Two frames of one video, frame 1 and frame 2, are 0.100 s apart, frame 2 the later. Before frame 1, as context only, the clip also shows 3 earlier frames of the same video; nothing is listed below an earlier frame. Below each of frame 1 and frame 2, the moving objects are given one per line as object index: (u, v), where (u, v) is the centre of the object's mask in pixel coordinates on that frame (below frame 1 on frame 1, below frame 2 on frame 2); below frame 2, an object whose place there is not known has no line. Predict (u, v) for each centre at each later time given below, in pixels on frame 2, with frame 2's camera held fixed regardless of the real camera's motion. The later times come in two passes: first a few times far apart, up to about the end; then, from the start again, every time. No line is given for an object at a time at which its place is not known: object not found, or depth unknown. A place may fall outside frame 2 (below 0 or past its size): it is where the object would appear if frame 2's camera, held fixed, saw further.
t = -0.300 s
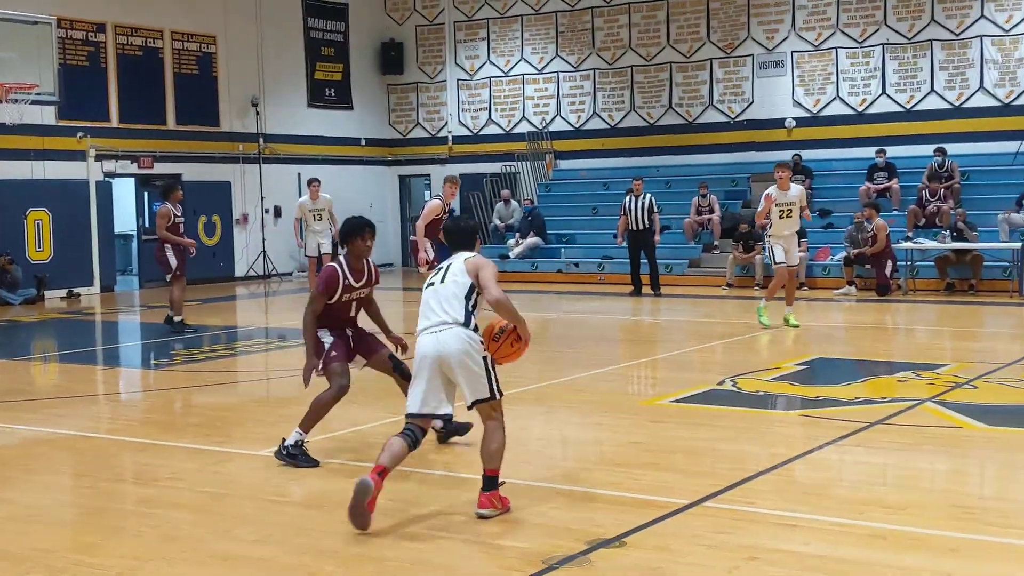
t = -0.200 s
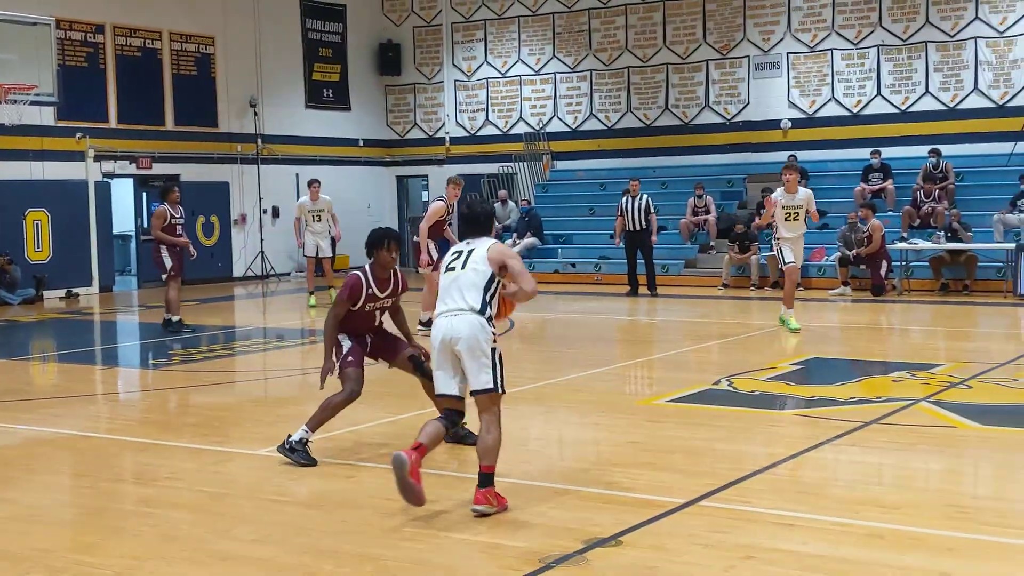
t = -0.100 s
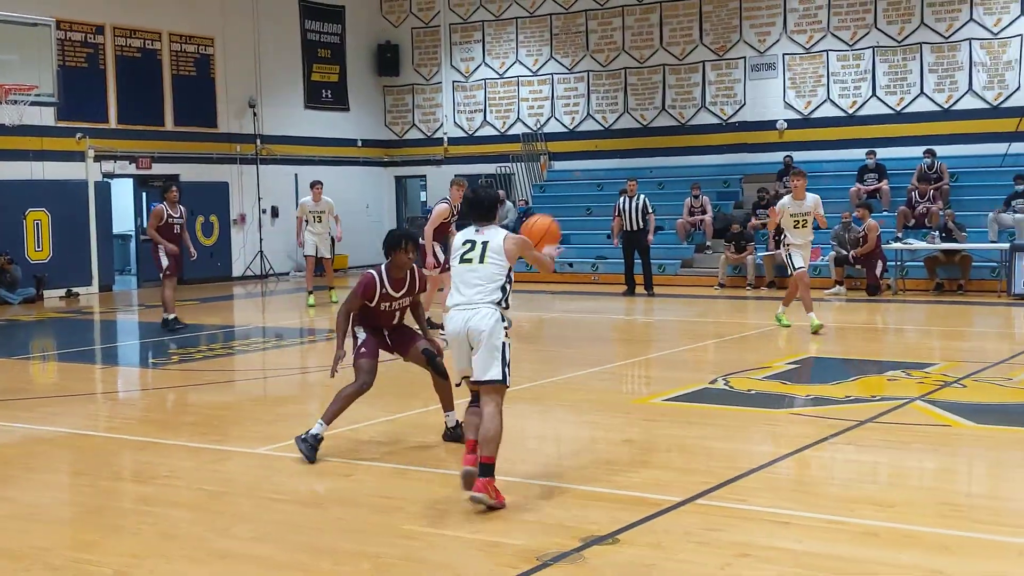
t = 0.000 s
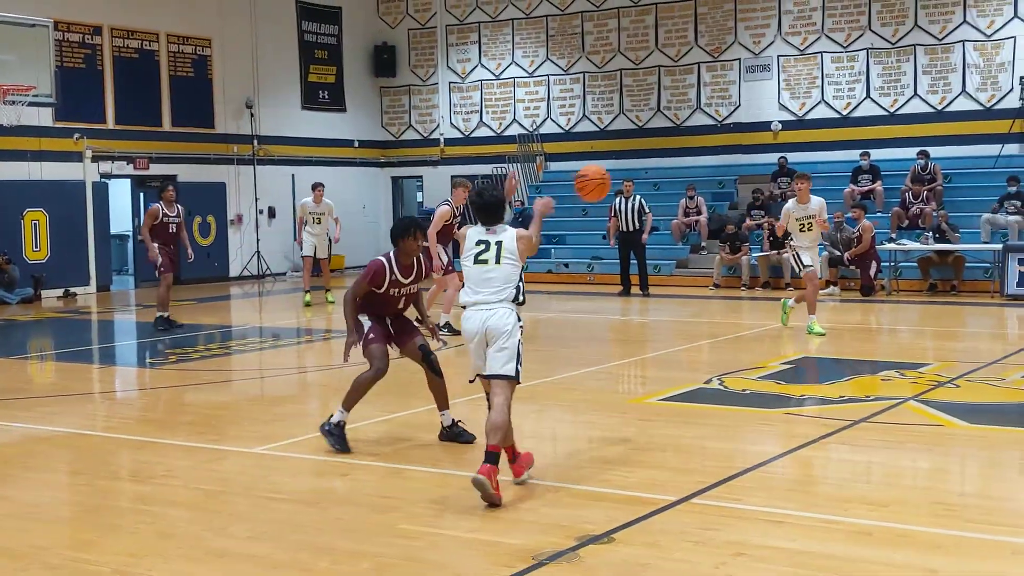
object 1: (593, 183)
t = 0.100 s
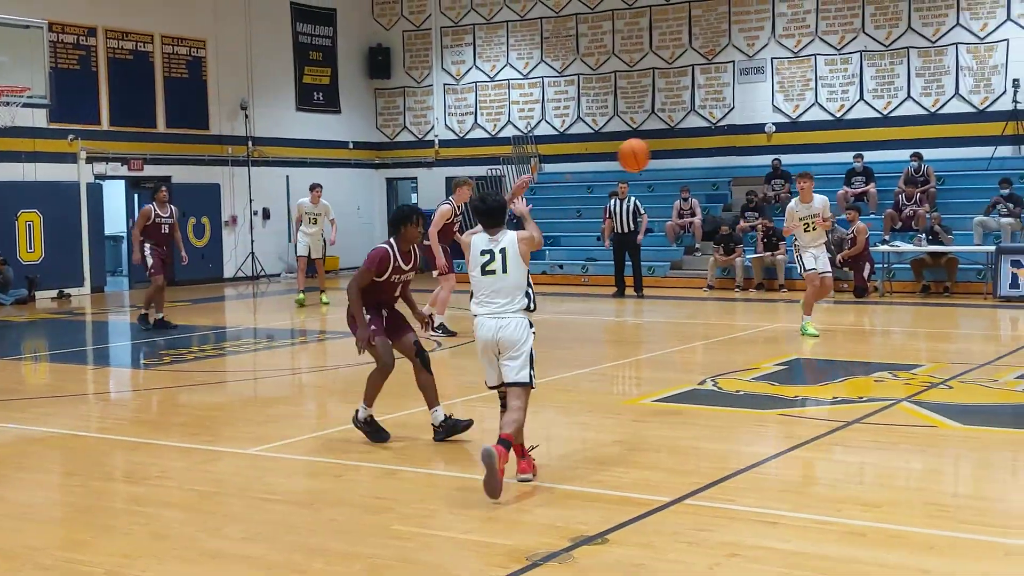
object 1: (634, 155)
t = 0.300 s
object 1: (705, 143)
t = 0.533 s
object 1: (764, 181)
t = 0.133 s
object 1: (647, 149)
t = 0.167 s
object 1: (660, 145)
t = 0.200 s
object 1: (672, 143)
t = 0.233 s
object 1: (683, 141)
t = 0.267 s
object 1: (694, 141)
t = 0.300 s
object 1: (705, 143)
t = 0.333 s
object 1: (715, 145)
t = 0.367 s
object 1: (724, 149)
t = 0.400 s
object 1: (733, 154)
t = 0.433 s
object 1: (741, 159)
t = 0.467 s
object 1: (749, 166)
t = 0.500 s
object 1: (757, 173)
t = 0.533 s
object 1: (764, 181)
